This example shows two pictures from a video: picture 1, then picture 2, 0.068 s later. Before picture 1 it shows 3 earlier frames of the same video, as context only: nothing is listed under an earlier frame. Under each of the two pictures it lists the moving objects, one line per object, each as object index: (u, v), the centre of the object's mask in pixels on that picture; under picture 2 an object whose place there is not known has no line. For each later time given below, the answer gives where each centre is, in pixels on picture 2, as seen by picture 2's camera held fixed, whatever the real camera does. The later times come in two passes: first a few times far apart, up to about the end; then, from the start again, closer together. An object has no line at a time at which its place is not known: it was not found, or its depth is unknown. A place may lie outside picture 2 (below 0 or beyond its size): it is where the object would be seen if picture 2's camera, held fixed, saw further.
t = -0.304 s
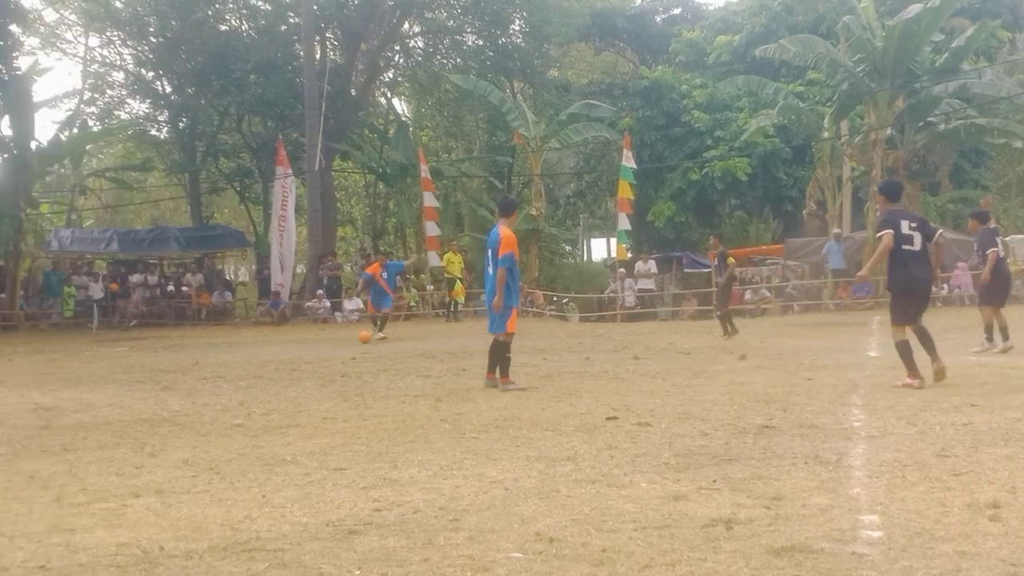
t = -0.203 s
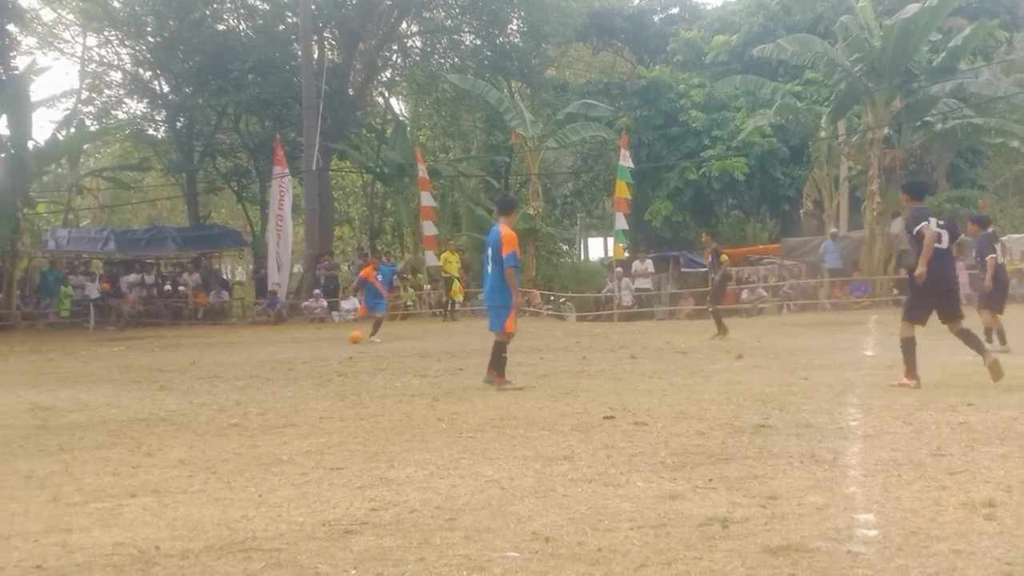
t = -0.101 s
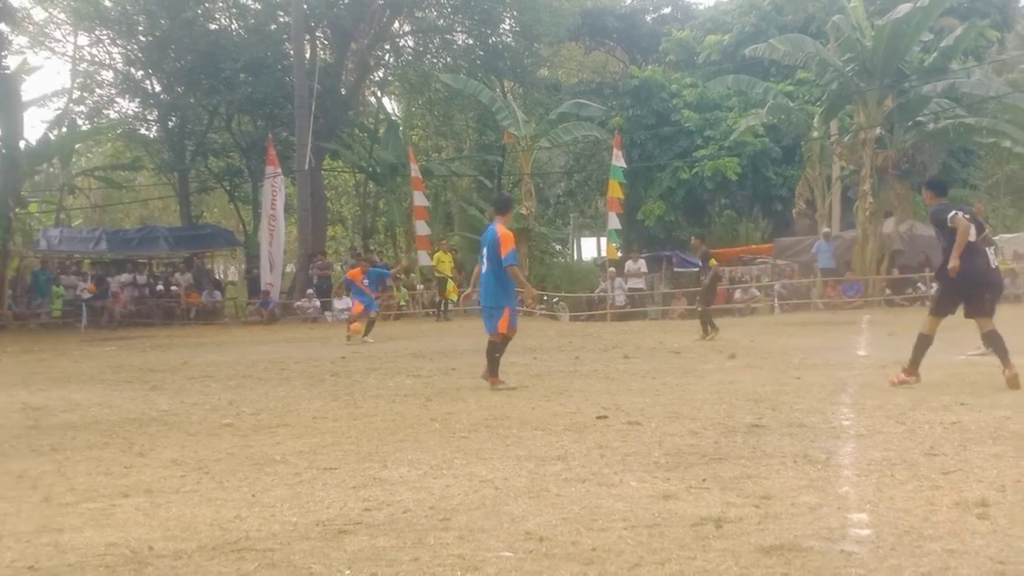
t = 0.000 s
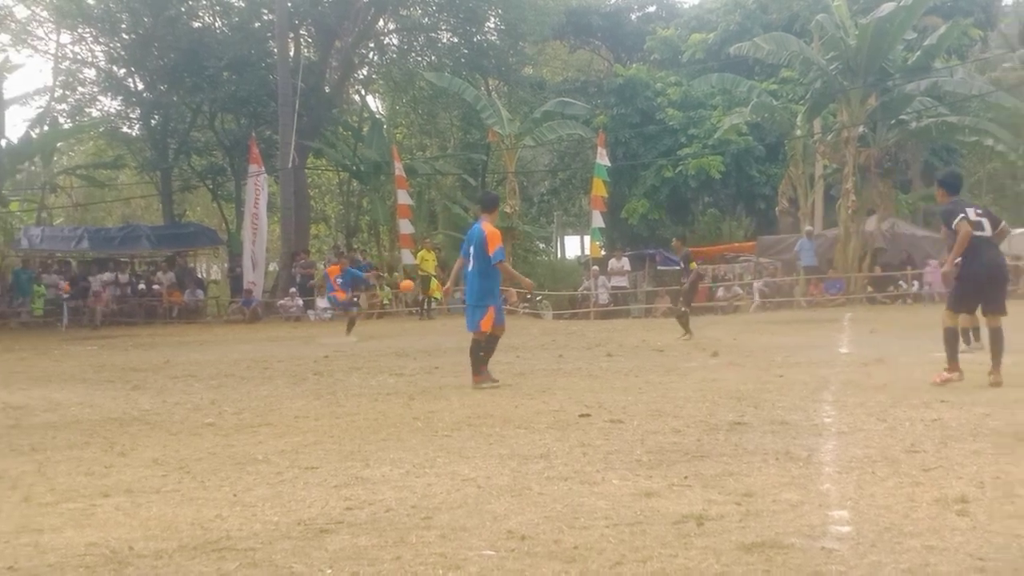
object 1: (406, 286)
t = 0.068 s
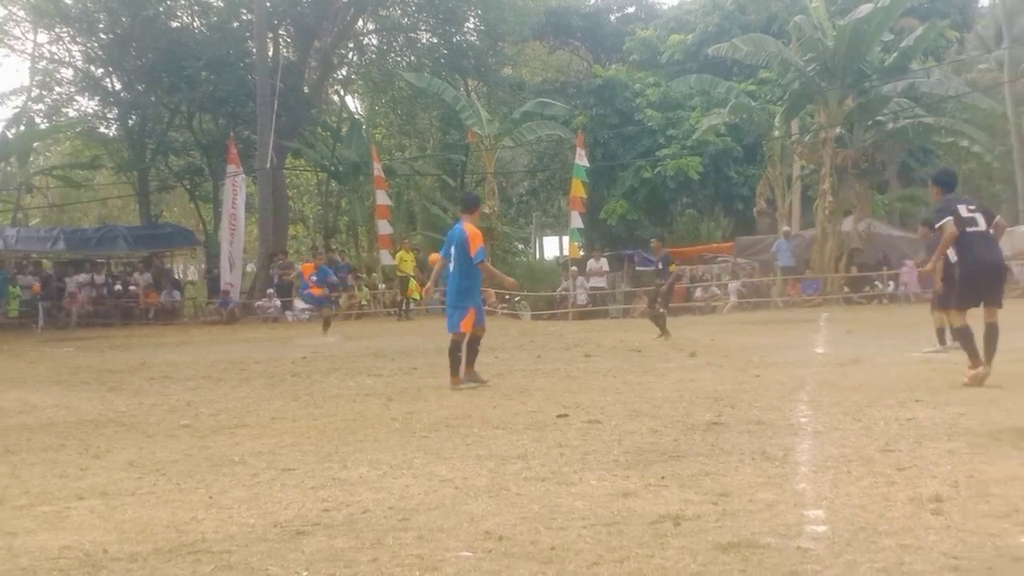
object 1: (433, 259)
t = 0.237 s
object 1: (578, 193)
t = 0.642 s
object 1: (1079, 54)
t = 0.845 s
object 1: (1478, 4)
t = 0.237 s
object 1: (578, 193)
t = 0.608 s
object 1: (1025, 64)
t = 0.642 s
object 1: (1079, 54)
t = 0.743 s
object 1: (1261, 26)
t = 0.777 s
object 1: (1330, 17)
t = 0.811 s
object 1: (1402, 9)
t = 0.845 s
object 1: (1478, 4)
